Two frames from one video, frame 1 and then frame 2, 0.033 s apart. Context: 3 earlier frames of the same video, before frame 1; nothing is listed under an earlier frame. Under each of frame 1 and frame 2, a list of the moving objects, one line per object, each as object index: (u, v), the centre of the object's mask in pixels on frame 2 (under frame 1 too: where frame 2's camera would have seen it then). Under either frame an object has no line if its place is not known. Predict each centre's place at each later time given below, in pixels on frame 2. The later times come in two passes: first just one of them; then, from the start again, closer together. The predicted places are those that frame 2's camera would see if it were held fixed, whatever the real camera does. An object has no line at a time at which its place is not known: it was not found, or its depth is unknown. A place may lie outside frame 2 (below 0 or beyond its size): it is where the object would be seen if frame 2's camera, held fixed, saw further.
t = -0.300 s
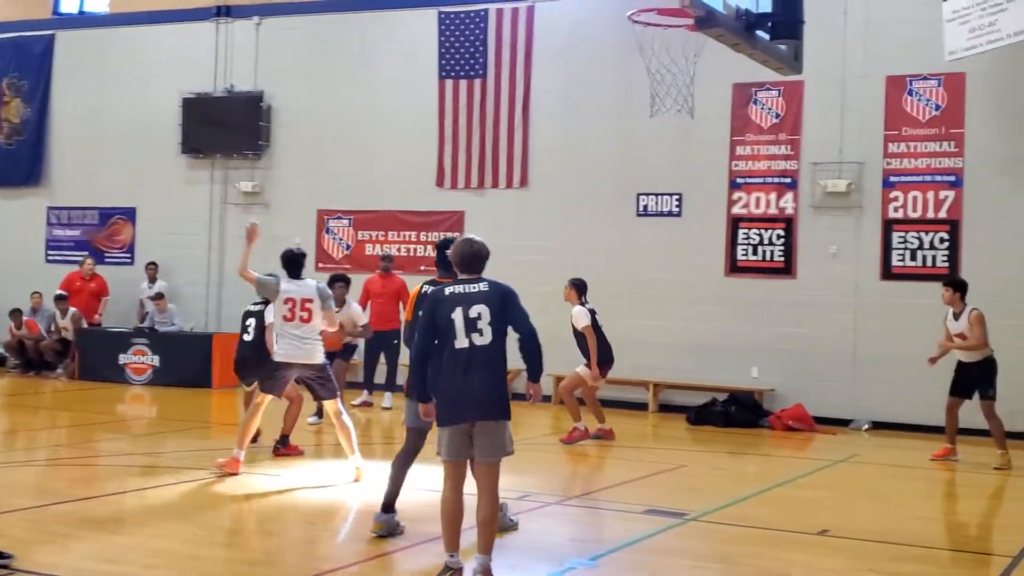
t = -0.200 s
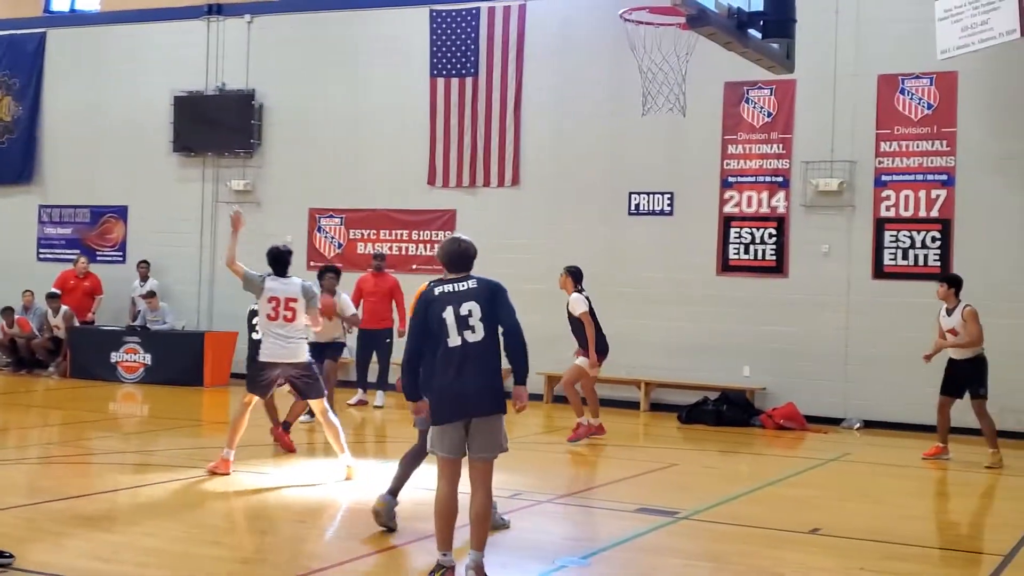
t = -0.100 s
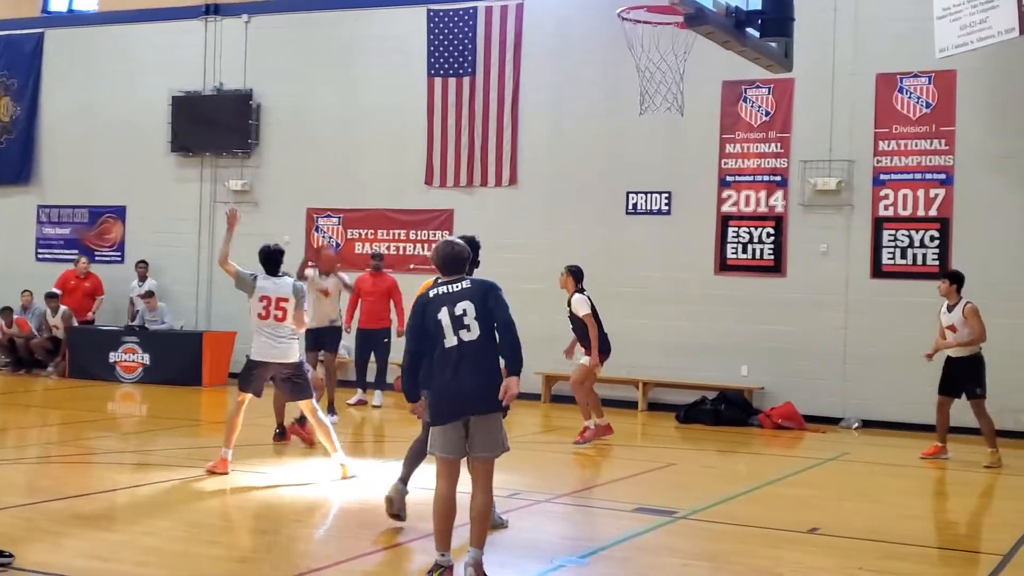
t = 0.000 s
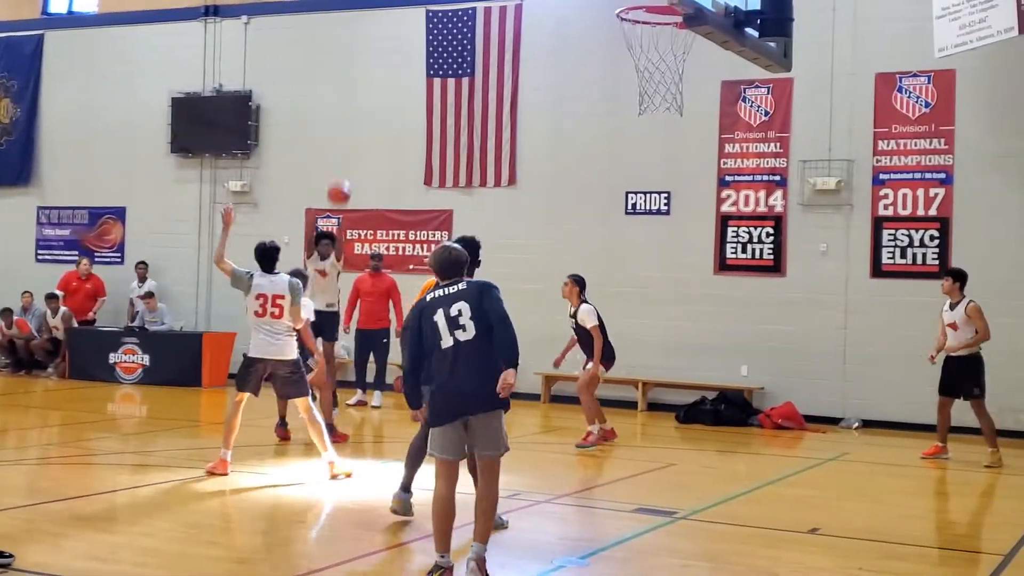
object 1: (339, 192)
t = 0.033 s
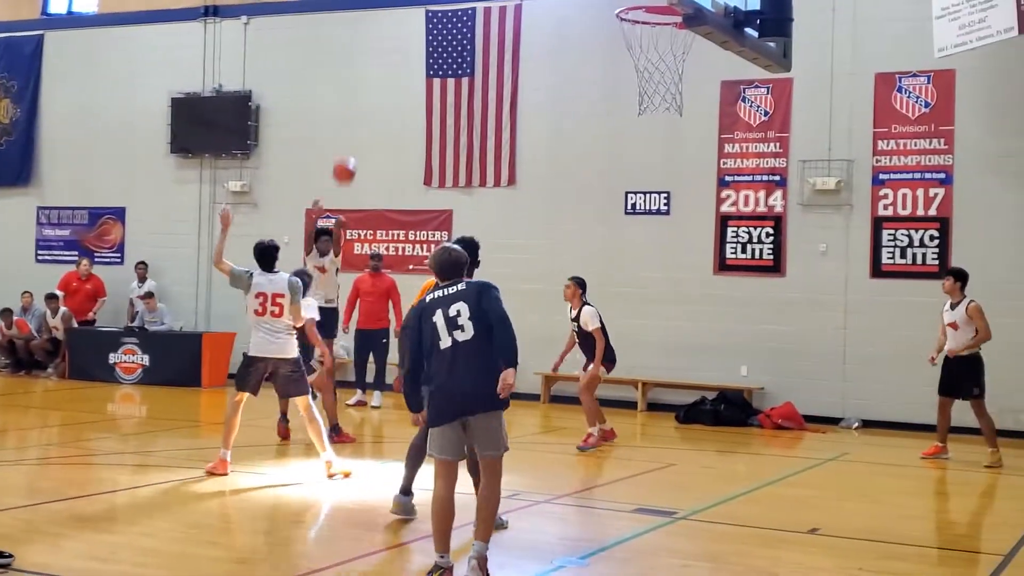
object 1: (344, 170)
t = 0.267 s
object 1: (385, 27)
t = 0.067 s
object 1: (350, 149)
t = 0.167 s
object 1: (367, 85)
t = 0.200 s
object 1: (372, 64)
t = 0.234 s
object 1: (379, 45)
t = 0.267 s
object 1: (385, 27)
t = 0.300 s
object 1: (391, 9)
